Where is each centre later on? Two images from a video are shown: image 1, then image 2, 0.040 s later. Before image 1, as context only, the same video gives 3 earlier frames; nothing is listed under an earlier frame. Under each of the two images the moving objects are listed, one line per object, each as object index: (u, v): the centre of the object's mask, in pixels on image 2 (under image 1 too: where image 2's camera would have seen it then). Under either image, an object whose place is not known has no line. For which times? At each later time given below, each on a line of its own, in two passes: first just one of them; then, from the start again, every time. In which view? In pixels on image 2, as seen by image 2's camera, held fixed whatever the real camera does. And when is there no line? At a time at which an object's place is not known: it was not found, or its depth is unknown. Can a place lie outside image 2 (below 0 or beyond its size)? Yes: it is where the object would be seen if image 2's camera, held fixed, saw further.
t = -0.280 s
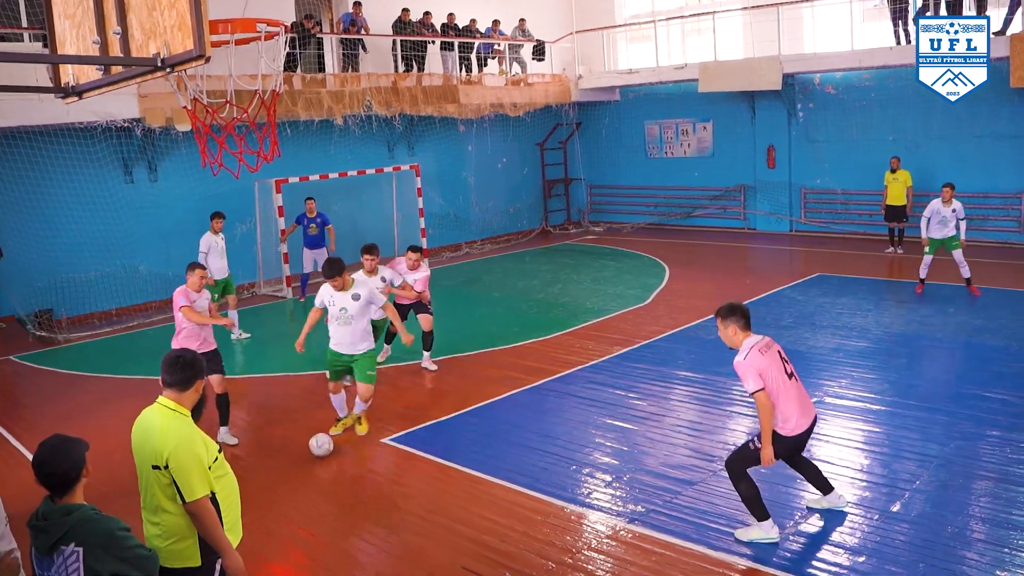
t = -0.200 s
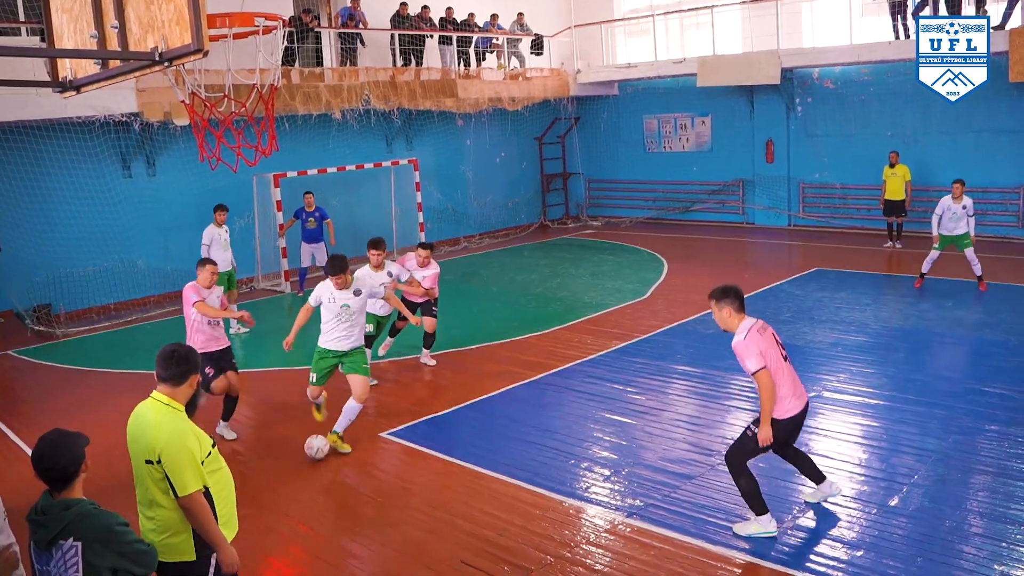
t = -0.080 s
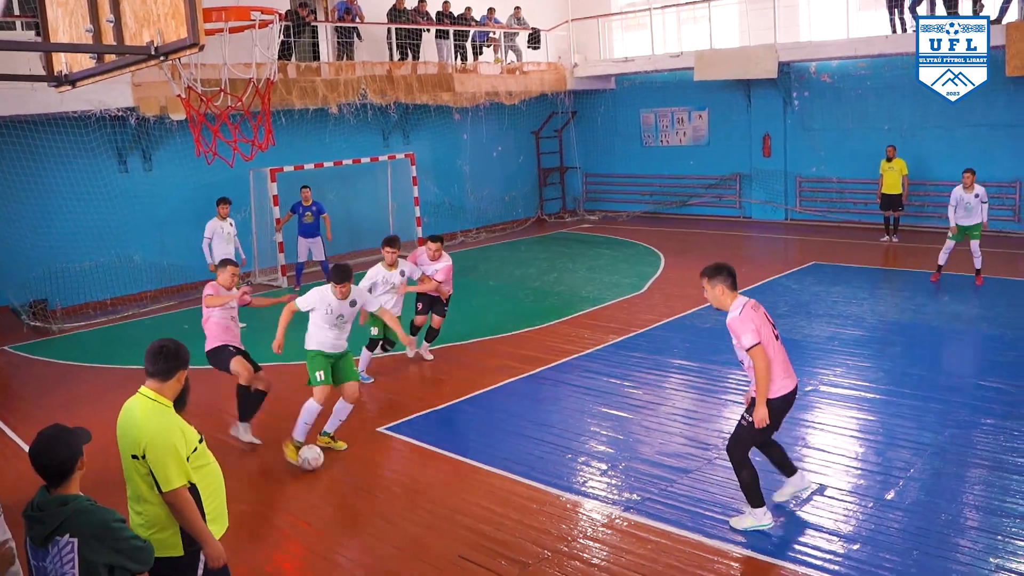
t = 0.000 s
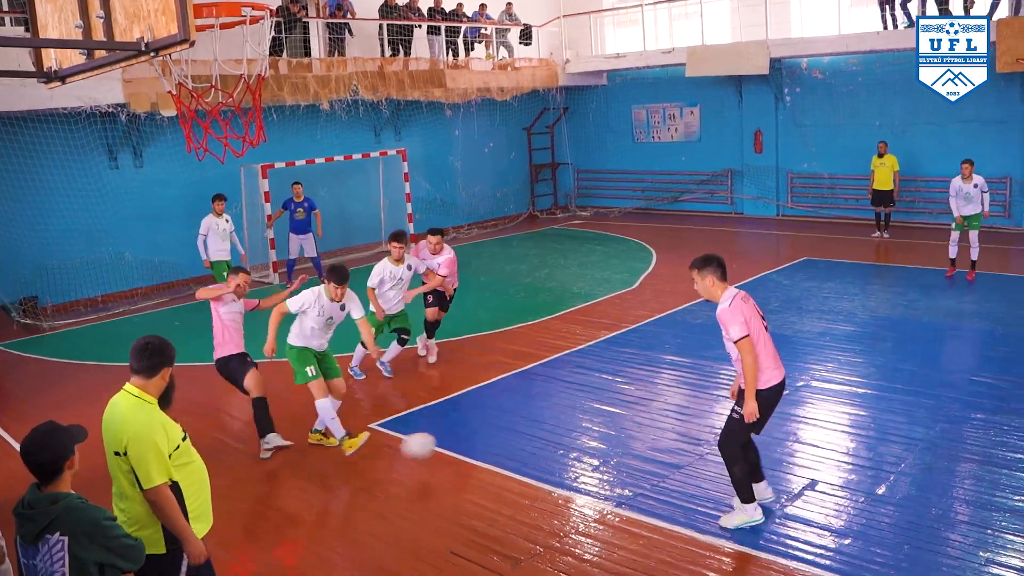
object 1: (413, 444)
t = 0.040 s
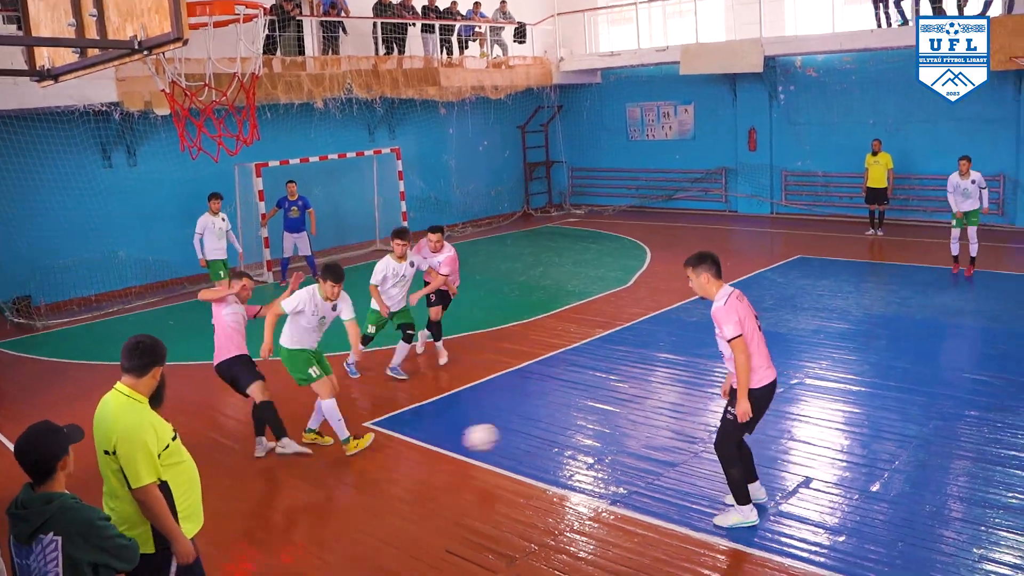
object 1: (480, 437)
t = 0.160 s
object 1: (687, 425)
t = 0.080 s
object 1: (548, 431)
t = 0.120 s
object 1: (616, 426)
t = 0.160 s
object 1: (687, 425)
